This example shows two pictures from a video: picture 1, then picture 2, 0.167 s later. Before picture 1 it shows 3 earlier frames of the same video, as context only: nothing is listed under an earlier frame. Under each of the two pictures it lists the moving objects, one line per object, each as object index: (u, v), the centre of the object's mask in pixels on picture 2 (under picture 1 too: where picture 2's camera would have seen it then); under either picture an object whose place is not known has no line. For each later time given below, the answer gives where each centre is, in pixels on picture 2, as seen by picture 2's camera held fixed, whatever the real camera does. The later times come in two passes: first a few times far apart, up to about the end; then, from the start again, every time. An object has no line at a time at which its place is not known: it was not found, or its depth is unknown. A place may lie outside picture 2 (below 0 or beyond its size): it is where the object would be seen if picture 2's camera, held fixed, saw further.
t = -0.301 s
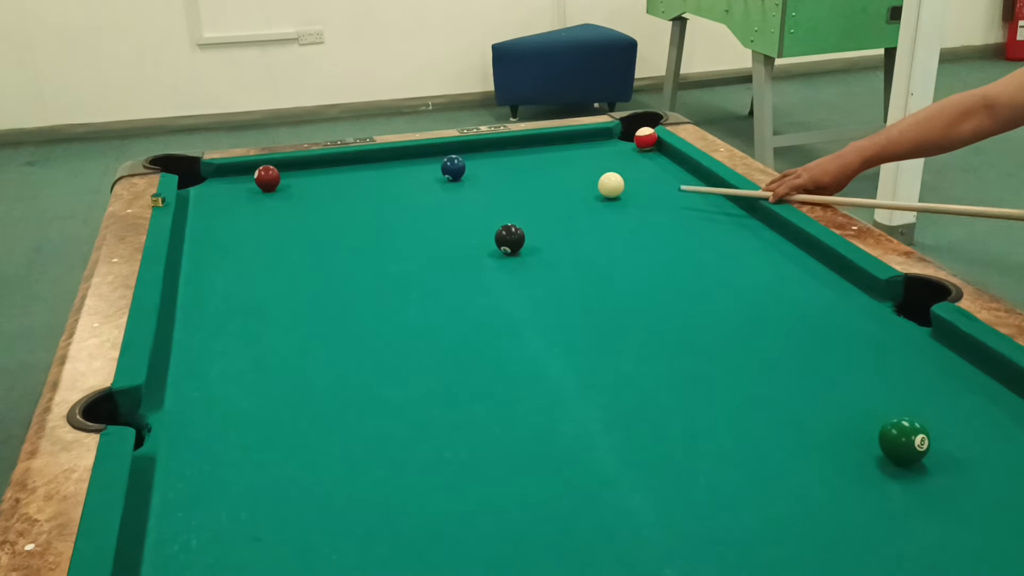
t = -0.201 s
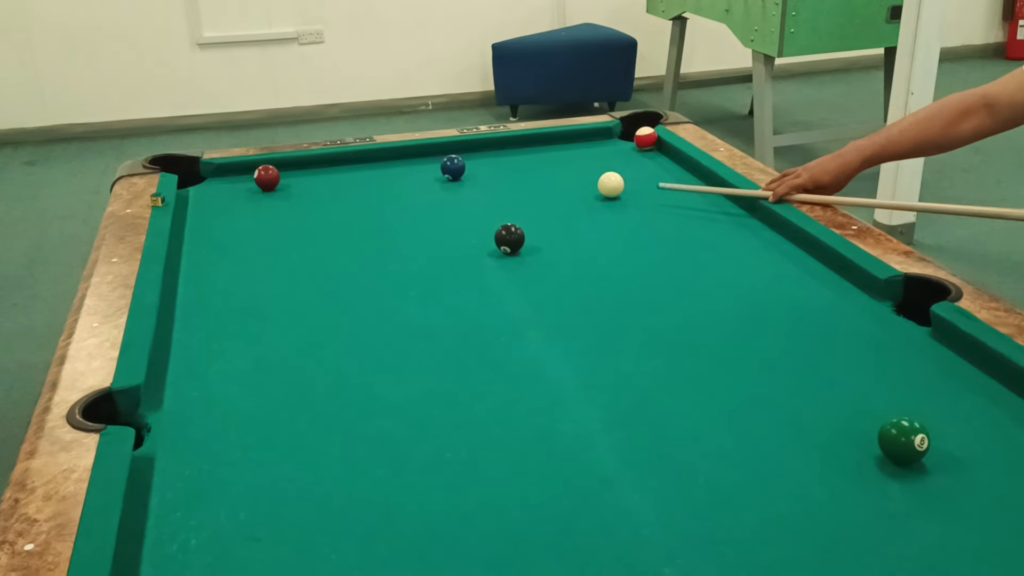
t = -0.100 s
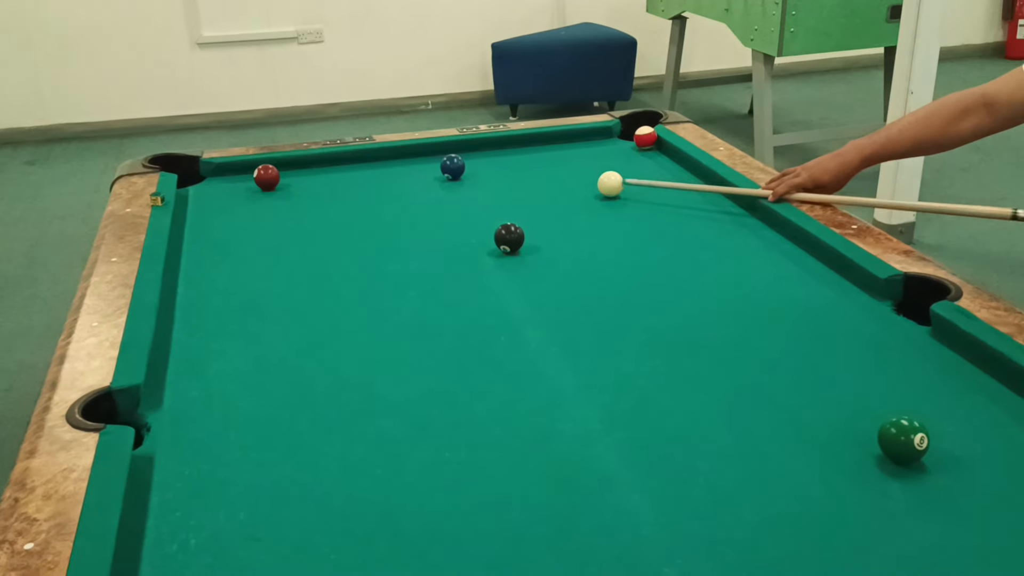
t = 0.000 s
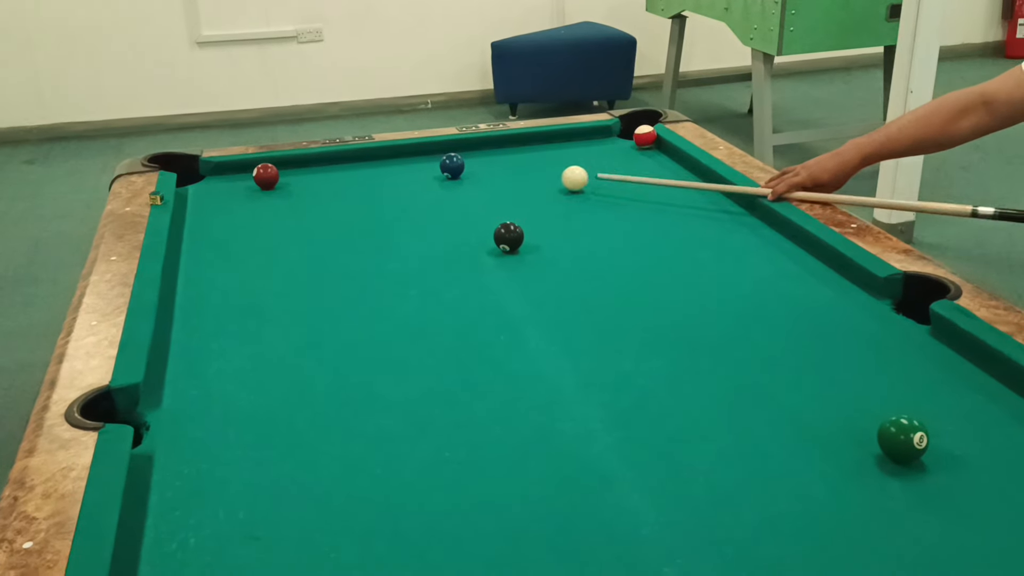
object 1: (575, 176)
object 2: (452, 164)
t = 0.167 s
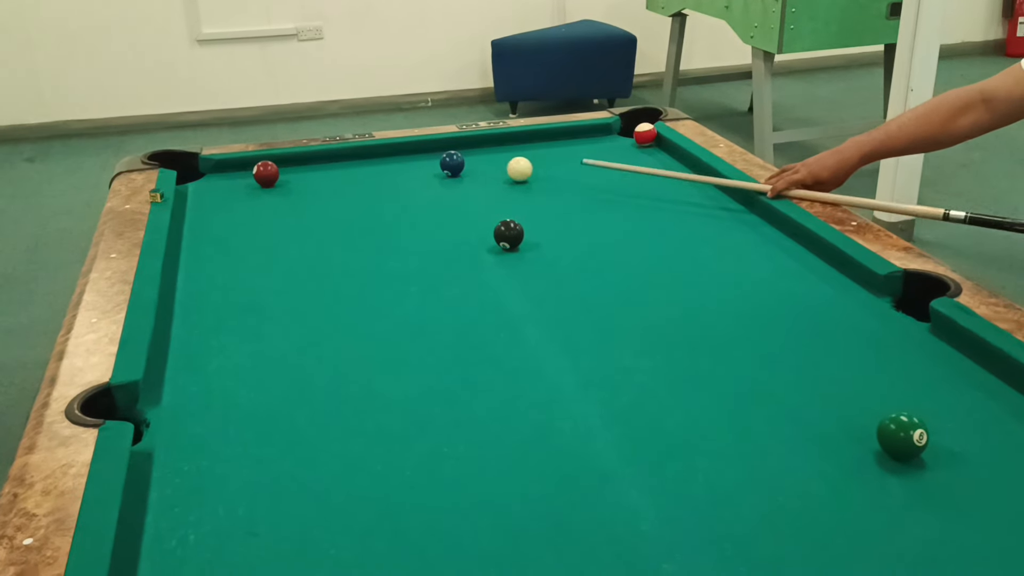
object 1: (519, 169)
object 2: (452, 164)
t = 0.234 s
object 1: (499, 167)
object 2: (452, 164)
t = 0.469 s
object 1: (473, 160)
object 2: (418, 163)
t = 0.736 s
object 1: (465, 153)
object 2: (373, 161)
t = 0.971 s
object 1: (458, 148)
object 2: (336, 160)
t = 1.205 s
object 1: (453, 144)
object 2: (302, 159)
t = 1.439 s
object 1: (453, 146)
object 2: (281, 161)
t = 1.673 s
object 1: (455, 147)
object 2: (253, 163)
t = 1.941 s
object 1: (457, 148)
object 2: (234, 171)
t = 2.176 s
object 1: (458, 148)
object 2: (215, 174)
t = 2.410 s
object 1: (458, 148)
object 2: (199, 178)
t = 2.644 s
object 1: (458, 149)
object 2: (192, 180)
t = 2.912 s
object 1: (457, 148)
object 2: (199, 180)
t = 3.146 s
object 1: (457, 149)
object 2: (204, 180)
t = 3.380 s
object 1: (457, 149)
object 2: (207, 180)
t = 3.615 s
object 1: (457, 149)
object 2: (207, 181)
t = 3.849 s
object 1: (457, 148)
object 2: (206, 180)
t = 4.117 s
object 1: (457, 148)
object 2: (206, 180)
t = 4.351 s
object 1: (457, 148)
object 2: (206, 180)
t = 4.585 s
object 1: (457, 148)
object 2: (207, 180)
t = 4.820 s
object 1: (458, 148)
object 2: (206, 180)
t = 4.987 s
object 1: (458, 148)
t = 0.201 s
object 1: (509, 168)
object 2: (452, 164)
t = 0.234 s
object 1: (499, 167)
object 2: (452, 164)
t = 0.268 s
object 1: (488, 165)
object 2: (452, 164)
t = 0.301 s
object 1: (478, 164)
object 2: (452, 164)
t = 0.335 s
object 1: (477, 164)
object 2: (445, 163)
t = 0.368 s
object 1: (476, 163)
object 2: (437, 163)
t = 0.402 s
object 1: (475, 161)
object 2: (430, 163)
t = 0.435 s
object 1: (474, 161)
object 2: (425, 163)
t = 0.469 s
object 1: (473, 160)
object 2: (418, 163)
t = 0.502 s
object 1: (472, 159)
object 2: (412, 162)
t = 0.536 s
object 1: (471, 158)
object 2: (406, 162)
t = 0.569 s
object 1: (470, 157)
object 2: (401, 162)
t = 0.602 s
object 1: (468, 156)
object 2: (395, 162)
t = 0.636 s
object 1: (468, 156)
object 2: (389, 162)
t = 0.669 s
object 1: (467, 155)
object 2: (384, 161)
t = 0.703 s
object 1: (466, 154)
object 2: (378, 161)
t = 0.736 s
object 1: (465, 153)
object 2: (373, 161)
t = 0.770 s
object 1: (463, 152)
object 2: (367, 161)
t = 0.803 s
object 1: (463, 152)
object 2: (362, 161)
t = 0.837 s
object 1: (462, 151)
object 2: (357, 160)
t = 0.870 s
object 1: (461, 150)
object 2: (352, 160)
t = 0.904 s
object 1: (460, 150)
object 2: (346, 160)
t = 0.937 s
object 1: (459, 149)
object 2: (341, 160)
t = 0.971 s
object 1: (458, 148)
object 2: (336, 160)
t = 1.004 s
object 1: (457, 148)
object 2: (331, 159)
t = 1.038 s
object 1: (457, 147)
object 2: (326, 160)
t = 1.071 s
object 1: (456, 147)
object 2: (321, 159)
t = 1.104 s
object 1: (455, 146)
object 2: (316, 159)
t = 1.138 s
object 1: (454, 145)
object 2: (311, 159)
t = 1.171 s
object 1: (454, 145)
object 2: (306, 159)
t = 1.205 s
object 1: (453, 144)
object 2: (302, 159)
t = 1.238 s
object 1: (453, 144)
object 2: (299, 160)
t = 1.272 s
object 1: (452, 144)
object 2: (296, 160)
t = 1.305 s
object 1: (453, 144)
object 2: (293, 161)
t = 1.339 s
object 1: (453, 145)
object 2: (290, 161)
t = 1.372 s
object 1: (453, 145)
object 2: (286, 162)
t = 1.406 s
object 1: (453, 145)
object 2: (284, 161)
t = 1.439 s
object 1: (453, 146)
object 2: (281, 161)
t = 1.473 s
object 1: (454, 146)
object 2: (278, 161)
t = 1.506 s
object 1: (454, 146)
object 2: (275, 160)
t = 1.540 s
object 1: (454, 146)
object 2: (271, 159)
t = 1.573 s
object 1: (454, 147)
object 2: (266, 158)
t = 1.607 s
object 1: (455, 146)
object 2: (262, 159)
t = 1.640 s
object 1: (455, 147)
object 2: (257, 160)
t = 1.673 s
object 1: (455, 147)
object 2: (253, 163)
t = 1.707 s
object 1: (456, 147)
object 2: (250, 165)
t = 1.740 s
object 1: (456, 147)
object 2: (248, 167)
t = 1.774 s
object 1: (456, 147)
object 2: (246, 168)
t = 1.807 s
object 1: (456, 148)
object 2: (244, 169)
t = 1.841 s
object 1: (457, 148)
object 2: (242, 170)
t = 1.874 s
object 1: (457, 148)
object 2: (240, 170)
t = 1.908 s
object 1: (457, 148)
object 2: (237, 171)
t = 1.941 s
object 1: (457, 148)
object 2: (234, 171)
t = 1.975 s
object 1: (458, 148)
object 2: (231, 172)
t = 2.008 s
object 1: (458, 148)
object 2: (228, 172)
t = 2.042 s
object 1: (458, 148)
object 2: (226, 172)
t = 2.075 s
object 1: (458, 148)
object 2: (223, 173)
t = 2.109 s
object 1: (458, 148)
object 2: (220, 173)
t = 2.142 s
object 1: (458, 148)
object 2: (218, 174)
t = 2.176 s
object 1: (458, 148)
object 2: (215, 174)
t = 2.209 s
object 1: (458, 148)
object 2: (213, 175)
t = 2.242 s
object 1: (458, 148)
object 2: (210, 175)
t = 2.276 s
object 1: (458, 148)
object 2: (209, 176)
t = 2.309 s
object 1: (458, 148)
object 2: (206, 176)
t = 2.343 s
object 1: (458, 148)
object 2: (203, 177)
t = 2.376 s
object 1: (458, 148)
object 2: (201, 177)
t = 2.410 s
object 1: (458, 148)
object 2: (199, 178)
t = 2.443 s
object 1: (458, 148)
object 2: (197, 178)
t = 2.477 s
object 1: (458, 149)
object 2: (195, 179)
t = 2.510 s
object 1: (458, 149)
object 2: (192, 179)
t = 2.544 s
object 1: (457, 149)
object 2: (190, 180)
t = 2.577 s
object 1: (457, 149)
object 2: (190, 180)
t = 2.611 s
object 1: (457, 149)
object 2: (191, 180)
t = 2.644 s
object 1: (458, 149)
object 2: (192, 180)
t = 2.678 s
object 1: (458, 149)
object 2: (193, 180)
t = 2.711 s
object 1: (458, 149)
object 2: (194, 180)
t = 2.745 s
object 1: (458, 149)
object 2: (195, 180)
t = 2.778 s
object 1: (457, 148)
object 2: (196, 180)
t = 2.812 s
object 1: (458, 149)
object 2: (197, 180)
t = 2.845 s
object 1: (458, 149)
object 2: (199, 180)
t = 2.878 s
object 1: (457, 149)
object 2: (199, 180)
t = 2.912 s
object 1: (457, 148)
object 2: (199, 180)
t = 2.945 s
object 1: (457, 148)
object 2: (200, 180)
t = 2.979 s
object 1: (457, 149)
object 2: (201, 180)
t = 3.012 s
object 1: (457, 149)
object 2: (202, 180)
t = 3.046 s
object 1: (457, 149)
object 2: (202, 180)
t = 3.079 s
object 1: (457, 149)
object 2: (203, 180)
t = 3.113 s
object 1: (457, 149)
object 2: (203, 180)
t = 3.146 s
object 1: (457, 149)
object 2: (204, 180)
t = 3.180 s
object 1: (457, 148)
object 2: (205, 180)
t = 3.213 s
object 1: (457, 149)
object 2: (205, 180)
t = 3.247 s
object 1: (457, 148)
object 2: (206, 180)
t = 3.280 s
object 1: (457, 148)
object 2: (206, 180)
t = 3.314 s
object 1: (458, 149)
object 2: (207, 180)
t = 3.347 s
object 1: (458, 149)
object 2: (207, 180)
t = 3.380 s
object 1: (457, 149)
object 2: (207, 180)
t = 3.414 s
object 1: (457, 149)
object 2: (207, 180)
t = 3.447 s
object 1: (457, 149)
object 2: (207, 180)
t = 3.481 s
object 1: (457, 149)
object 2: (207, 180)
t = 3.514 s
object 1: (457, 149)
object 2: (207, 180)
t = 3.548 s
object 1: (457, 149)
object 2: (207, 181)
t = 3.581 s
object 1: (457, 149)
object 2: (207, 181)
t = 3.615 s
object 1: (457, 149)
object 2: (207, 181)
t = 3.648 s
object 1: (457, 148)
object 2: (207, 181)
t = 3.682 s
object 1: (457, 149)
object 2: (207, 181)
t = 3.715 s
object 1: (457, 148)
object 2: (206, 180)
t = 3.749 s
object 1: (457, 149)
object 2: (206, 181)
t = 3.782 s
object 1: (457, 149)
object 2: (206, 180)
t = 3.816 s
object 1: (457, 148)
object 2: (206, 180)
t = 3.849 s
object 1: (457, 148)
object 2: (206, 180)
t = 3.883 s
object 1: (457, 149)
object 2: (206, 181)
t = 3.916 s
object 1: (457, 149)
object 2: (206, 181)
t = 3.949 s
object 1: (458, 148)
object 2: (206, 181)
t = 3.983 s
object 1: (458, 148)
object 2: (206, 181)
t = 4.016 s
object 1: (457, 148)
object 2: (206, 180)
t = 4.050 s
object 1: (457, 148)
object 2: (206, 180)
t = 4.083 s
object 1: (457, 148)
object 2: (206, 181)
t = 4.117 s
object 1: (457, 148)
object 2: (206, 180)
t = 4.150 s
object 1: (457, 148)
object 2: (207, 180)
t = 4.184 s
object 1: (458, 148)
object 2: (206, 180)
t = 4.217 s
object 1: (458, 148)
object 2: (206, 180)
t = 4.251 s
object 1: (457, 148)
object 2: (206, 180)
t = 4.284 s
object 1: (457, 148)
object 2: (206, 180)
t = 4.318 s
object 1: (457, 148)
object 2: (206, 180)
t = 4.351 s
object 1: (457, 148)
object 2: (206, 180)
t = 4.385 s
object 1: (457, 148)
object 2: (206, 180)
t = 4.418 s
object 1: (457, 148)
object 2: (206, 180)
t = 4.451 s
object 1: (457, 148)
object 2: (206, 180)
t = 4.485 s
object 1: (457, 148)
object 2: (206, 180)
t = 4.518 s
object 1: (457, 148)
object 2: (206, 180)
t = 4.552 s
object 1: (457, 148)
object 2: (206, 180)
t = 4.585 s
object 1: (457, 148)
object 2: (207, 180)
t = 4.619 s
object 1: (457, 148)
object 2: (206, 180)
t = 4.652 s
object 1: (458, 148)
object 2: (206, 180)
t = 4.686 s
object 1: (458, 148)
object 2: (206, 180)
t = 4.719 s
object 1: (458, 148)
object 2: (206, 180)
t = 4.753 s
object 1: (458, 148)
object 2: (206, 180)
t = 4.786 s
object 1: (458, 148)
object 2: (206, 180)
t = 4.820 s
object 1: (458, 148)
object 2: (206, 180)
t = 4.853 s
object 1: (458, 148)
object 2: (207, 180)
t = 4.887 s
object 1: (458, 148)
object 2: (206, 180)
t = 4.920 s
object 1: (458, 148)
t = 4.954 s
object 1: (458, 148)
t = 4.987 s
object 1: (458, 148)
